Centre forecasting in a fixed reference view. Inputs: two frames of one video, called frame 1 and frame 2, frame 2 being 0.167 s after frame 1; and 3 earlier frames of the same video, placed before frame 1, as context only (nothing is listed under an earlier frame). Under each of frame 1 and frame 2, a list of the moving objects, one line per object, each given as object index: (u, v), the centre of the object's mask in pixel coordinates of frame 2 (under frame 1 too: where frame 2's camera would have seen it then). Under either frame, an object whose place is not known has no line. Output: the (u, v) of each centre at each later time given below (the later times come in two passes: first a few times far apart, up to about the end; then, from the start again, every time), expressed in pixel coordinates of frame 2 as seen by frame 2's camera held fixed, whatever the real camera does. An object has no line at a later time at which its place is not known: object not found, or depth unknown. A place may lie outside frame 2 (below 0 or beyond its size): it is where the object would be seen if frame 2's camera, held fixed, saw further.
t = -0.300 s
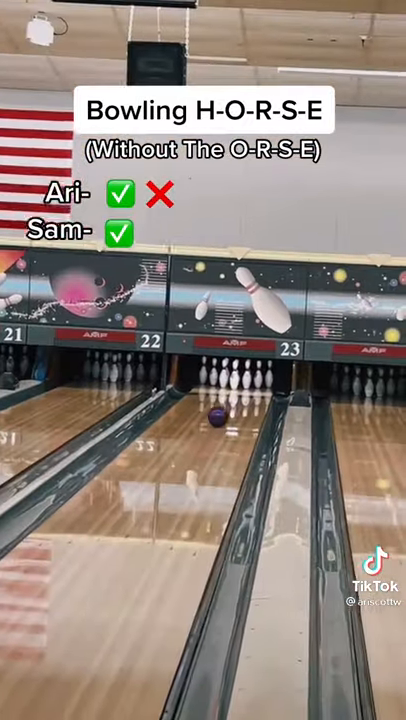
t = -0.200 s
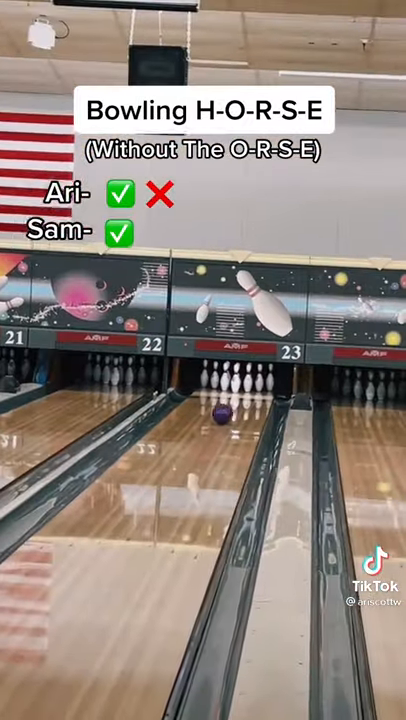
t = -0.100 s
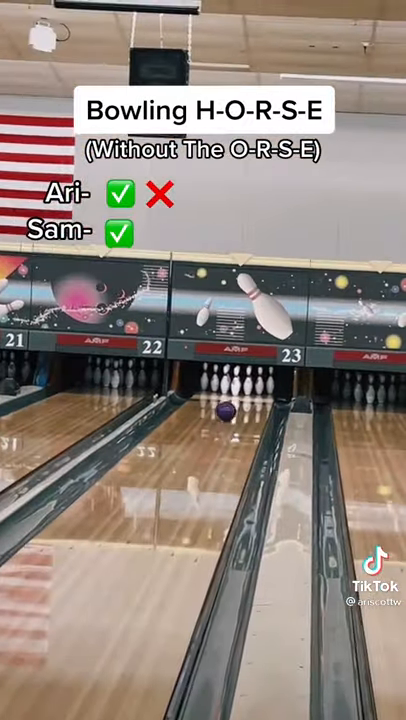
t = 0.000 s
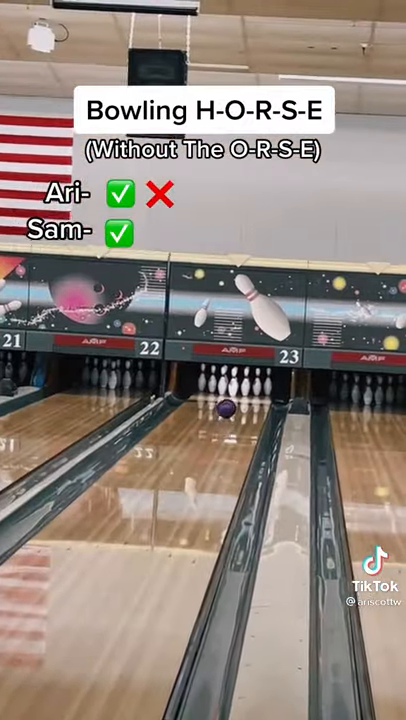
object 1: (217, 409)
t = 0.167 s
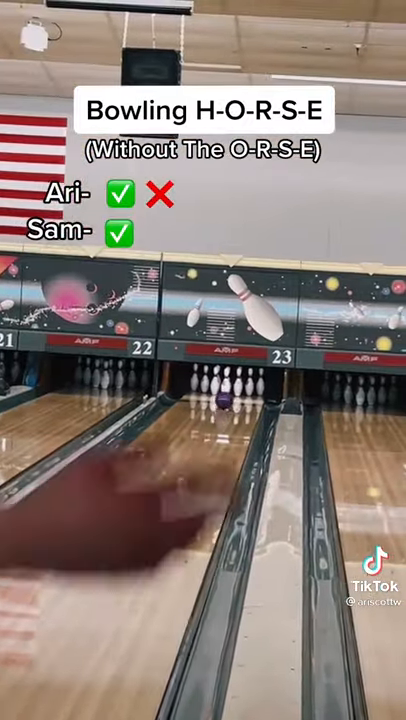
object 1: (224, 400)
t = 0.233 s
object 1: (226, 398)
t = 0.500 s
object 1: (234, 389)
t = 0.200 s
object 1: (224, 399)
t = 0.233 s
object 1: (226, 398)
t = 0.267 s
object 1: (226, 398)
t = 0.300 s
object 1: (228, 396)
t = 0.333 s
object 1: (228, 396)
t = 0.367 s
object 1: (229, 394)
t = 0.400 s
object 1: (230, 393)
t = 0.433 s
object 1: (230, 391)
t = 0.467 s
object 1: (230, 390)
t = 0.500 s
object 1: (234, 389)
